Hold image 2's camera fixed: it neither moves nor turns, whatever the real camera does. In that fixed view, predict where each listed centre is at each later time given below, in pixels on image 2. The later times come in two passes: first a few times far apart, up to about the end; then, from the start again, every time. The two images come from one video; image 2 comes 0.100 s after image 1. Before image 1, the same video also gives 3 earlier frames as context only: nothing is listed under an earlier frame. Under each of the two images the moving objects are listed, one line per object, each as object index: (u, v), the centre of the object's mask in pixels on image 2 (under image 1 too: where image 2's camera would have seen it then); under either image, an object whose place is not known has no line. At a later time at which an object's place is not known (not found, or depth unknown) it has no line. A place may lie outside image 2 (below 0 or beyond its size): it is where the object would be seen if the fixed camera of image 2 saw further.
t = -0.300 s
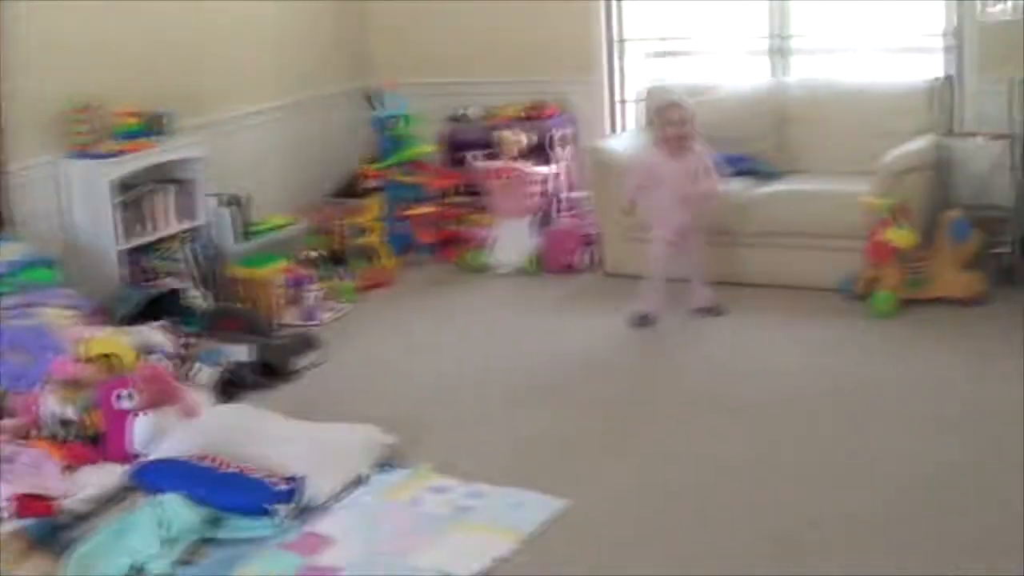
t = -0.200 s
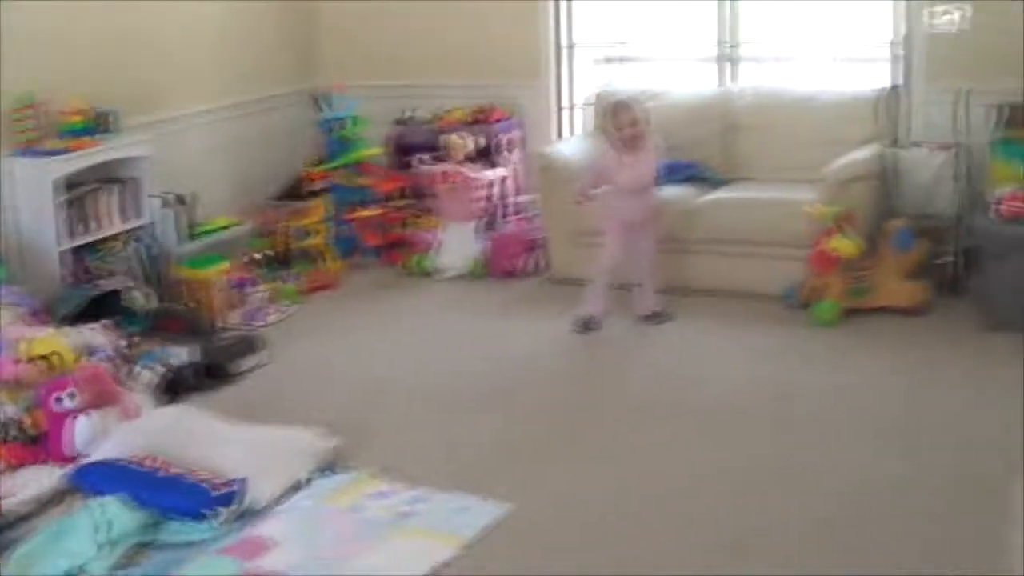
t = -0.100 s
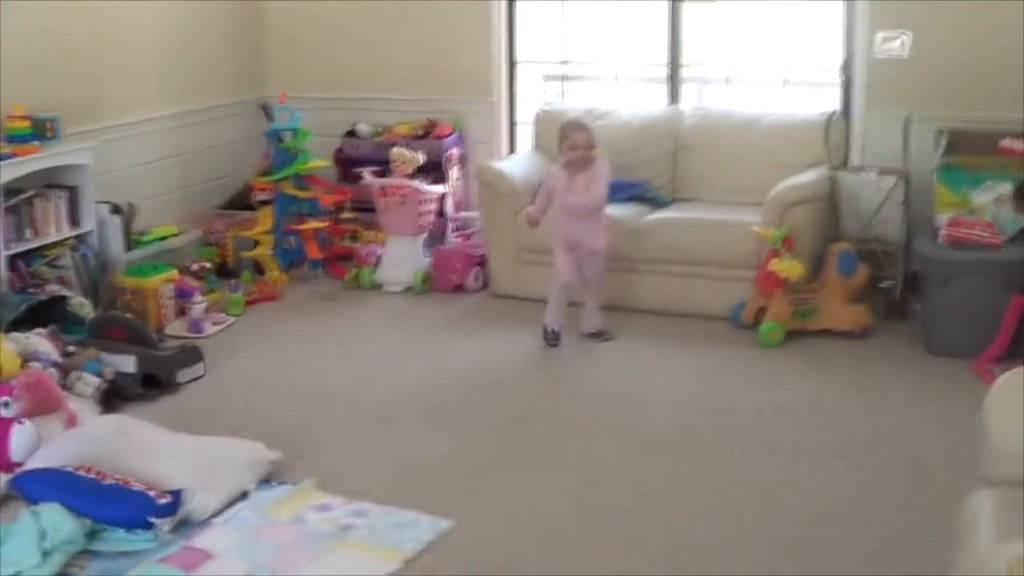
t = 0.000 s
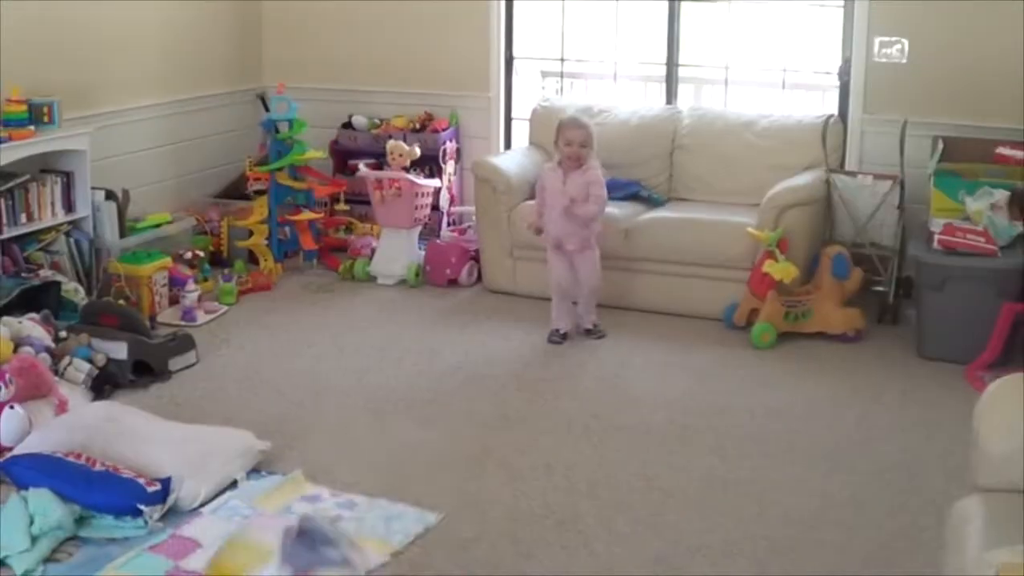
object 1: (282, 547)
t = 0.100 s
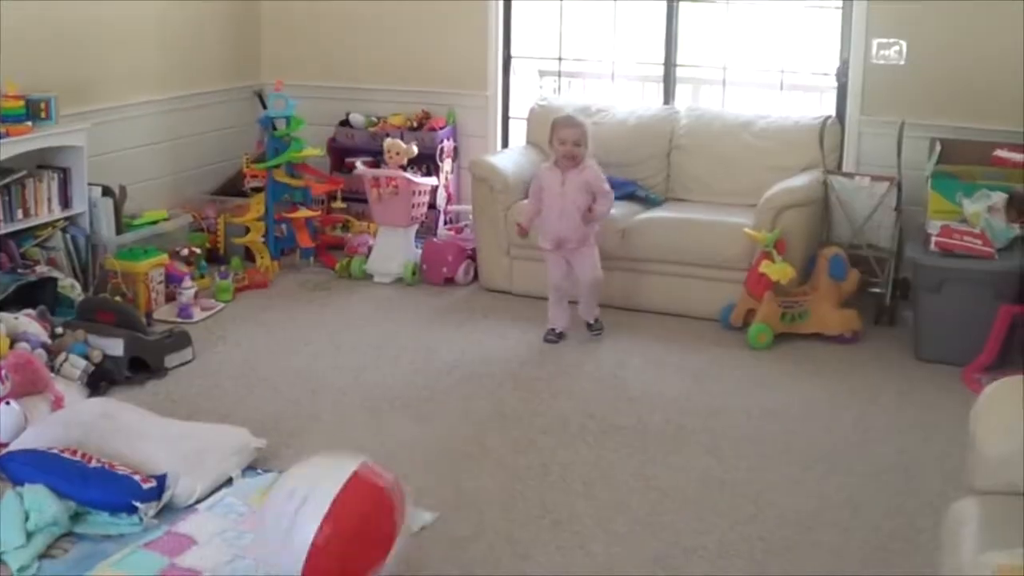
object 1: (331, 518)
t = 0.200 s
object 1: (376, 495)
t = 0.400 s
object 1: (434, 426)
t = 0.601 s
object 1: (479, 377)
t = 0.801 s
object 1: (516, 348)
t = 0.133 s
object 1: (352, 509)
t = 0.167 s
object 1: (362, 504)
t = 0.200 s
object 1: (376, 495)
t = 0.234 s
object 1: (386, 479)
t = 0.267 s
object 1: (397, 463)
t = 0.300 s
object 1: (405, 447)
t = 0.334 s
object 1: (412, 436)
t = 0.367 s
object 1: (426, 431)
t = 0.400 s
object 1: (434, 426)
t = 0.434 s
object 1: (442, 421)
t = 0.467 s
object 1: (449, 410)
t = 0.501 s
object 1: (456, 401)
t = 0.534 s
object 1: (463, 395)
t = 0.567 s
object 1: (471, 387)
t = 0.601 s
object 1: (479, 377)
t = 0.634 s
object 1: (486, 372)
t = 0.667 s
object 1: (493, 367)
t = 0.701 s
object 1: (499, 362)
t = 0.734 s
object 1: (506, 357)
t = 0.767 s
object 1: (510, 353)
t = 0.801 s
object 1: (516, 348)
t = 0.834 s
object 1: (524, 339)
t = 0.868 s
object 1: (528, 335)
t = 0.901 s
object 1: (534, 332)
